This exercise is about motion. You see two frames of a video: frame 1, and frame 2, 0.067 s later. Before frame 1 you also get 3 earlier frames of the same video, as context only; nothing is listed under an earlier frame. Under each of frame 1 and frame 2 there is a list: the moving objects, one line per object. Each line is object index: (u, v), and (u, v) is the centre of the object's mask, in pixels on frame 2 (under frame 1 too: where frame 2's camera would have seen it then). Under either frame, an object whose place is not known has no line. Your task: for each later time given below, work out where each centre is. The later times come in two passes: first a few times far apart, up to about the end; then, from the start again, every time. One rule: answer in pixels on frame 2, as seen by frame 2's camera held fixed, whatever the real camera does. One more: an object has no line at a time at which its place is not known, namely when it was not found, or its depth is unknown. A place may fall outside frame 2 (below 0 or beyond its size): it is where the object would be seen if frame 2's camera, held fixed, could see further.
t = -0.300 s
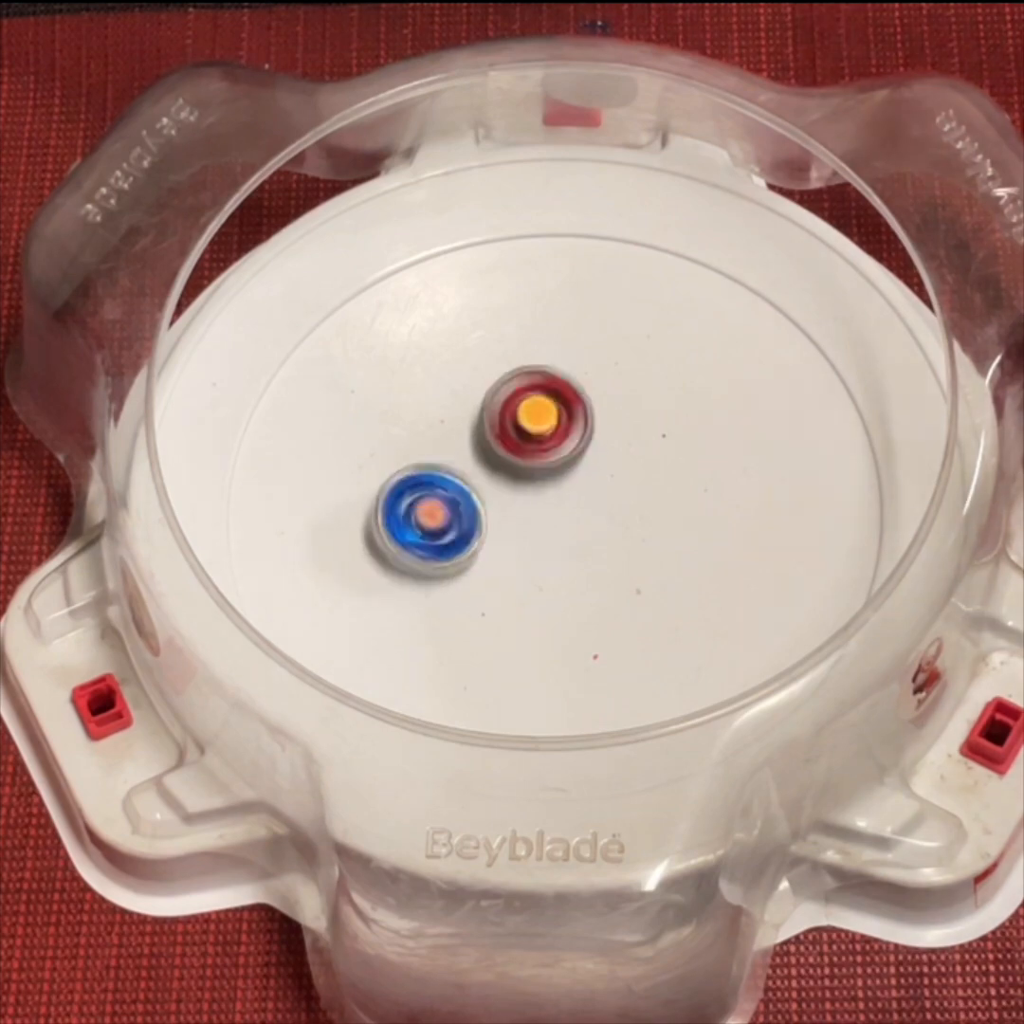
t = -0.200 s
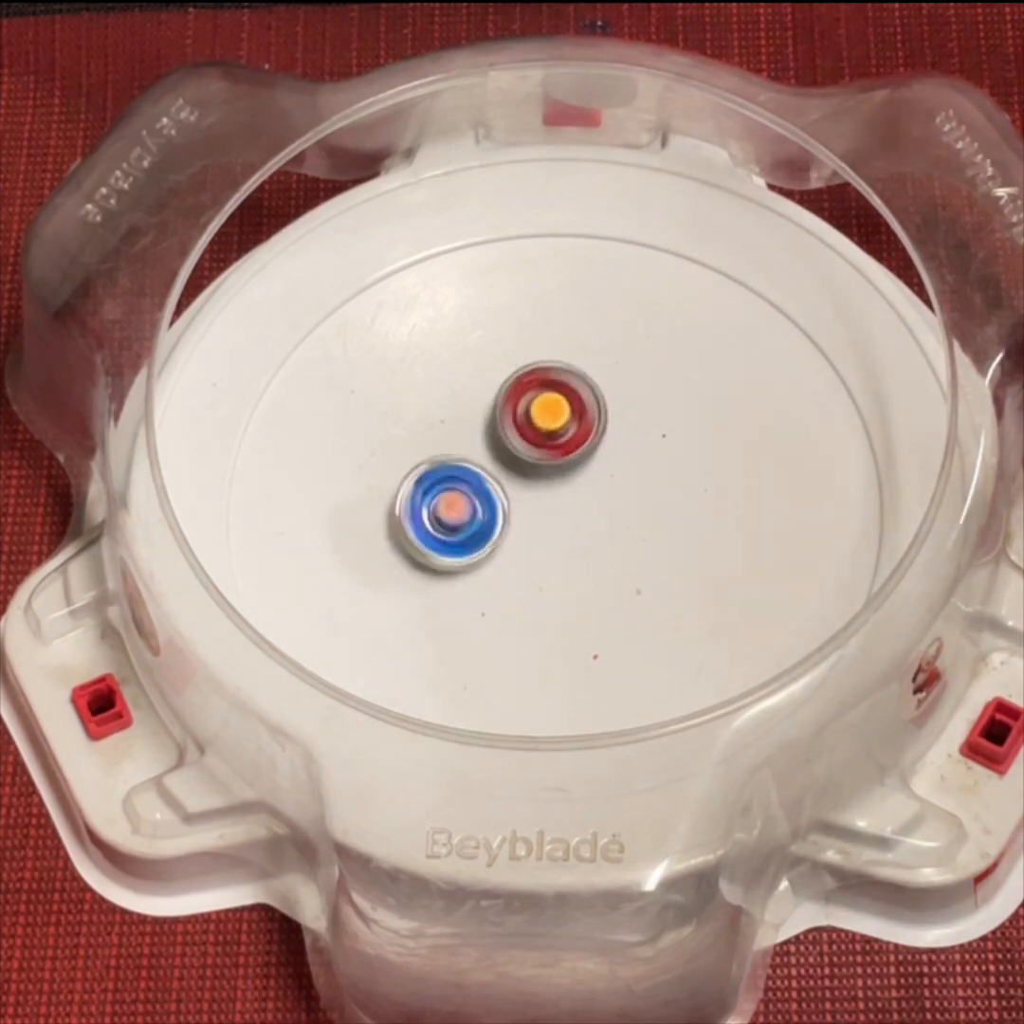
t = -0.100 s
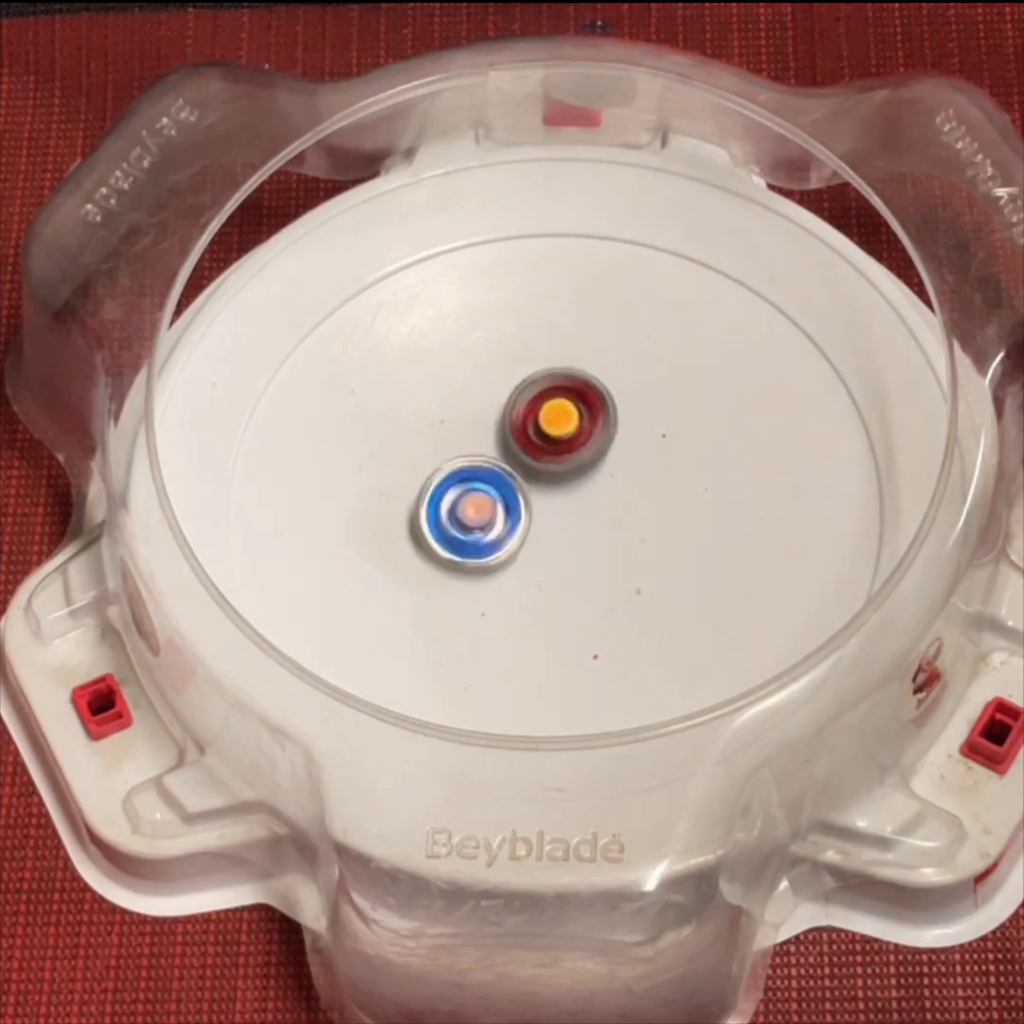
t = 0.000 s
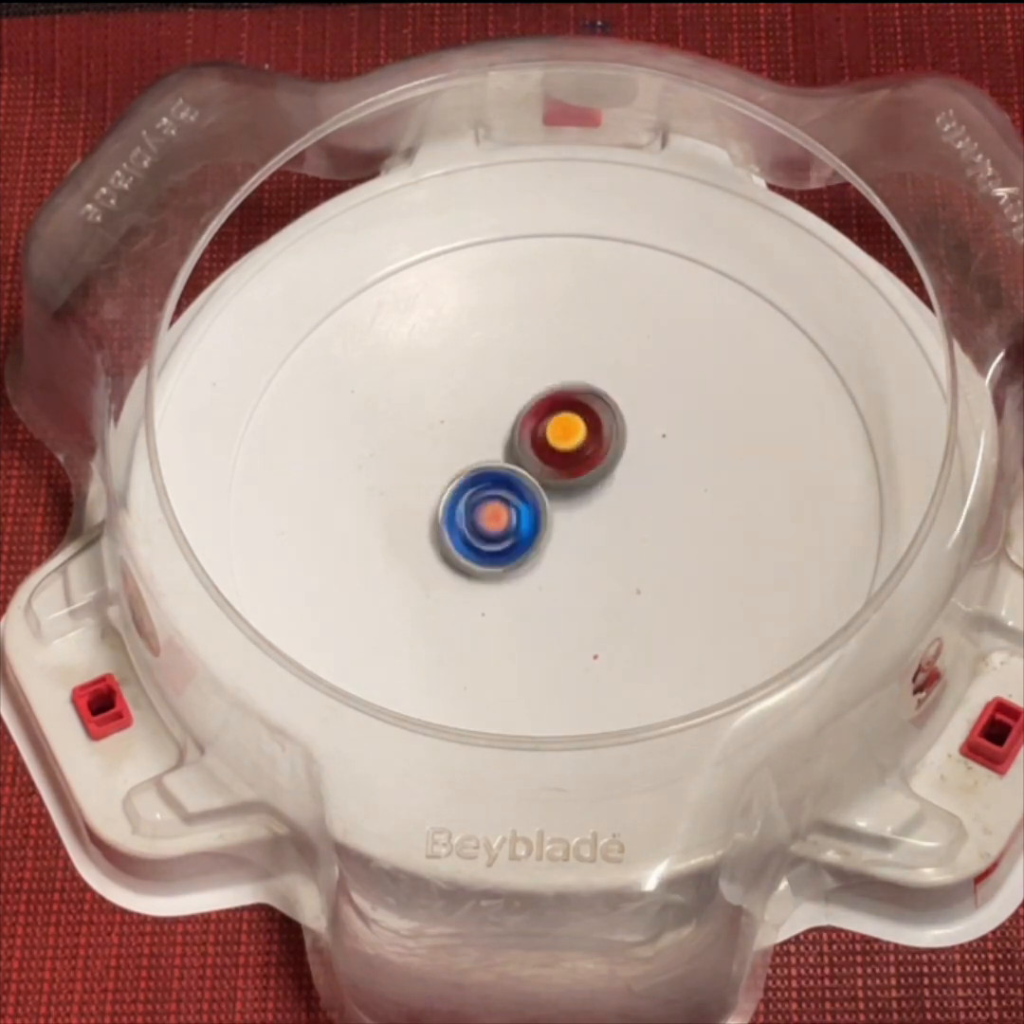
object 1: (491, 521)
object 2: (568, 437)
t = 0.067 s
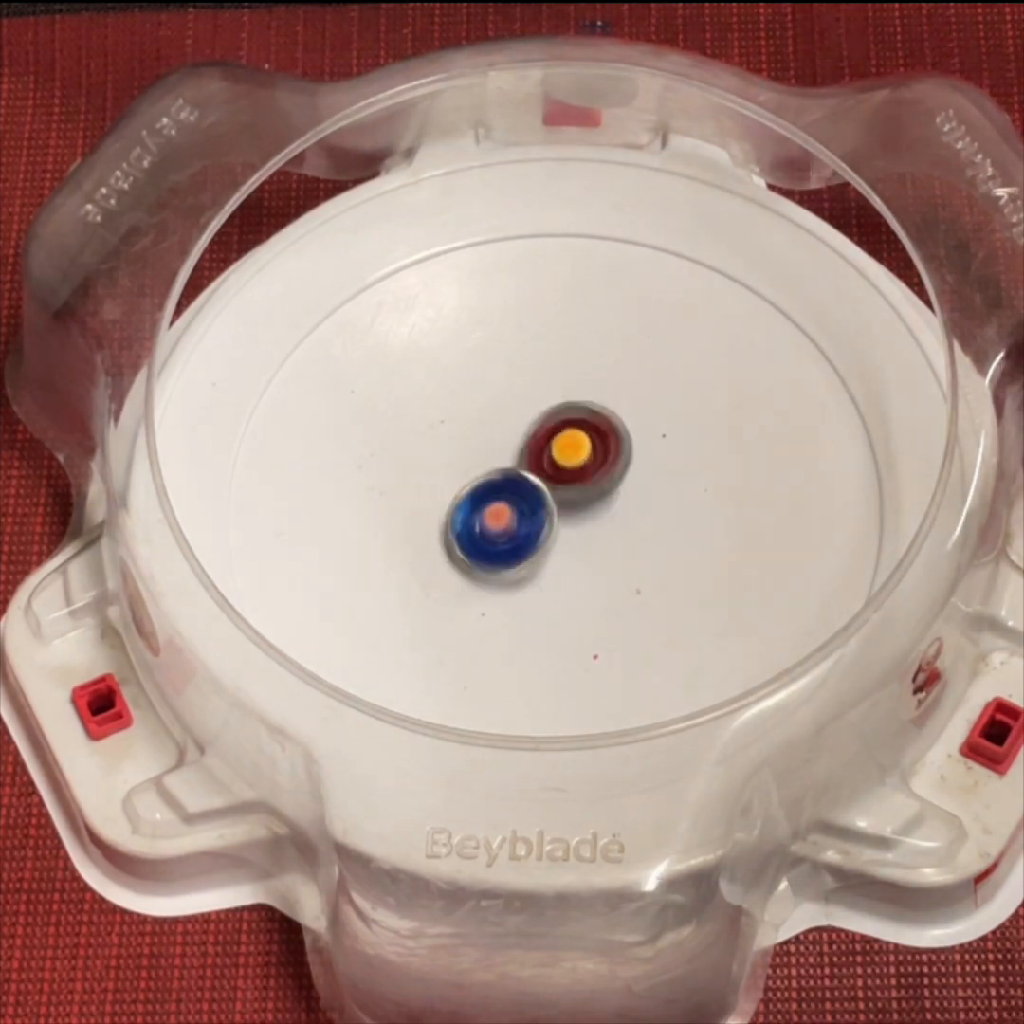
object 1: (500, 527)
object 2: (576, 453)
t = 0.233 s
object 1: (435, 589)
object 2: (635, 493)
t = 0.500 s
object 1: (503, 552)
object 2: (624, 561)
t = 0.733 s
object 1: (467, 529)
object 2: (582, 576)
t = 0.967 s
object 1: (453, 489)
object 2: (535, 555)
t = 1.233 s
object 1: (493, 468)
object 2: (540, 565)
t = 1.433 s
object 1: (486, 501)
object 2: (545, 578)
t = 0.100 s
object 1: (487, 535)
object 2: (587, 463)
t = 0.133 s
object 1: (459, 551)
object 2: (613, 467)
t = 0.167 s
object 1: (440, 565)
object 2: (631, 474)
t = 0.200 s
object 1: (432, 580)
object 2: (638, 484)
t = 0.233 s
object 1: (435, 589)
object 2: (635, 493)
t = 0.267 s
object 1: (446, 594)
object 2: (640, 501)
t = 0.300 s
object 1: (458, 597)
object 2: (639, 510)
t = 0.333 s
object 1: (470, 596)
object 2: (640, 520)
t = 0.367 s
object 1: (483, 589)
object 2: (635, 529)
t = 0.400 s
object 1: (496, 582)
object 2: (630, 538)
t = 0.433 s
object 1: (508, 574)
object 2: (624, 545)
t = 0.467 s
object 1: (509, 565)
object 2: (624, 552)
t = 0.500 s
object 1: (503, 552)
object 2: (624, 561)
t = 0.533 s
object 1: (502, 538)
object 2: (618, 569)
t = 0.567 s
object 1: (499, 526)
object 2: (618, 572)
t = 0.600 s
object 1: (491, 522)
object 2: (614, 575)
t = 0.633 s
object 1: (484, 521)
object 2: (607, 577)
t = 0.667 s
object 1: (477, 524)
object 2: (599, 578)
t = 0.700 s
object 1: (472, 526)
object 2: (591, 578)
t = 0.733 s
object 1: (467, 529)
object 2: (582, 576)
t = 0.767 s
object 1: (467, 531)
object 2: (571, 574)
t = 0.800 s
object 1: (465, 531)
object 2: (561, 570)
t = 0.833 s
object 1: (463, 526)
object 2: (554, 565)
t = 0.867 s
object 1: (460, 515)
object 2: (548, 562)
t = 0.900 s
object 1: (456, 506)
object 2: (542, 559)
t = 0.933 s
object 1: (454, 499)
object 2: (536, 556)
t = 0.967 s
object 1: (453, 489)
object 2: (535, 555)
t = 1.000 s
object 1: (454, 482)
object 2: (534, 553)
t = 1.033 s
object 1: (456, 479)
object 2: (534, 551)
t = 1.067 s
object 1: (460, 474)
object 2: (535, 552)
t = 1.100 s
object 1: (464, 471)
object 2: (536, 552)
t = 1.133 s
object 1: (470, 469)
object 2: (537, 551)
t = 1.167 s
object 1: (477, 463)
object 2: (540, 559)
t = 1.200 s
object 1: (485, 465)
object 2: (539, 564)
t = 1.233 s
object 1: (493, 468)
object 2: (540, 565)
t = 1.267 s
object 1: (499, 474)
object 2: (543, 569)
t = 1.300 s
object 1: (501, 481)
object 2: (543, 573)
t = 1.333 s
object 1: (497, 490)
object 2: (542, 573)
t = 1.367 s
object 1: (493, 497)
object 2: (541, 575)
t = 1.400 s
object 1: (490, 500)
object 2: (544, 575)
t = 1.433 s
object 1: (486, 501)
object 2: (545, 578)
